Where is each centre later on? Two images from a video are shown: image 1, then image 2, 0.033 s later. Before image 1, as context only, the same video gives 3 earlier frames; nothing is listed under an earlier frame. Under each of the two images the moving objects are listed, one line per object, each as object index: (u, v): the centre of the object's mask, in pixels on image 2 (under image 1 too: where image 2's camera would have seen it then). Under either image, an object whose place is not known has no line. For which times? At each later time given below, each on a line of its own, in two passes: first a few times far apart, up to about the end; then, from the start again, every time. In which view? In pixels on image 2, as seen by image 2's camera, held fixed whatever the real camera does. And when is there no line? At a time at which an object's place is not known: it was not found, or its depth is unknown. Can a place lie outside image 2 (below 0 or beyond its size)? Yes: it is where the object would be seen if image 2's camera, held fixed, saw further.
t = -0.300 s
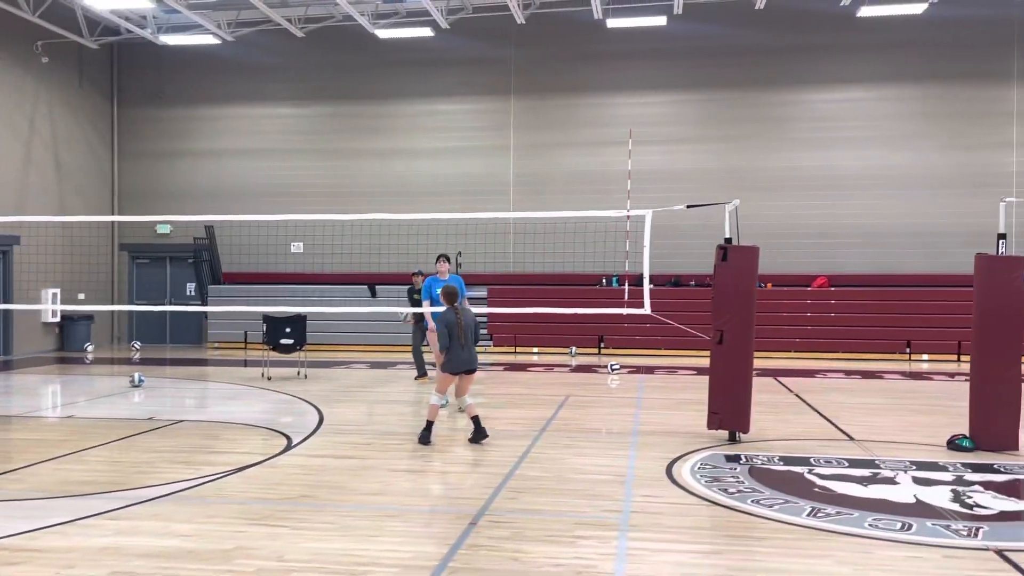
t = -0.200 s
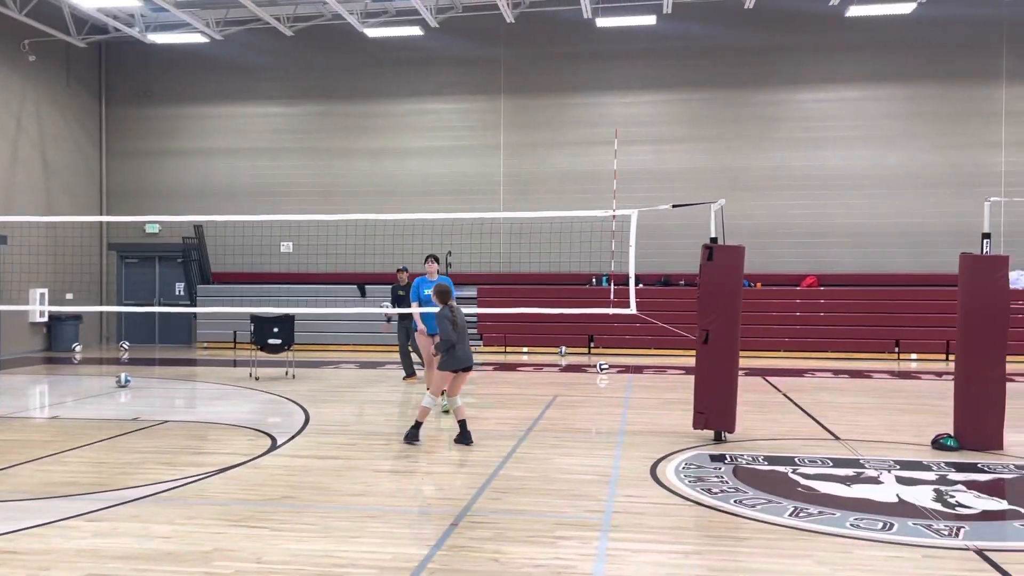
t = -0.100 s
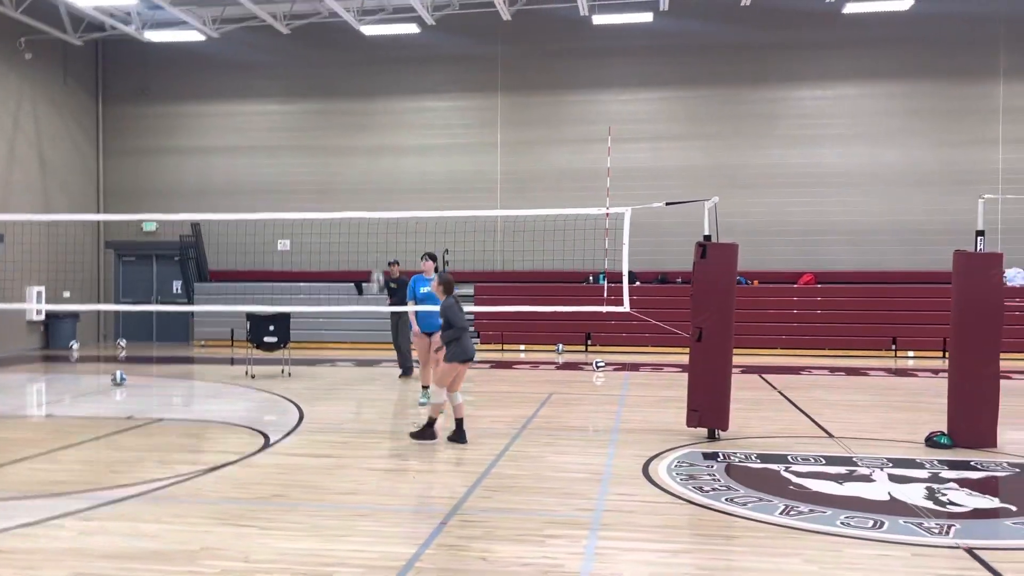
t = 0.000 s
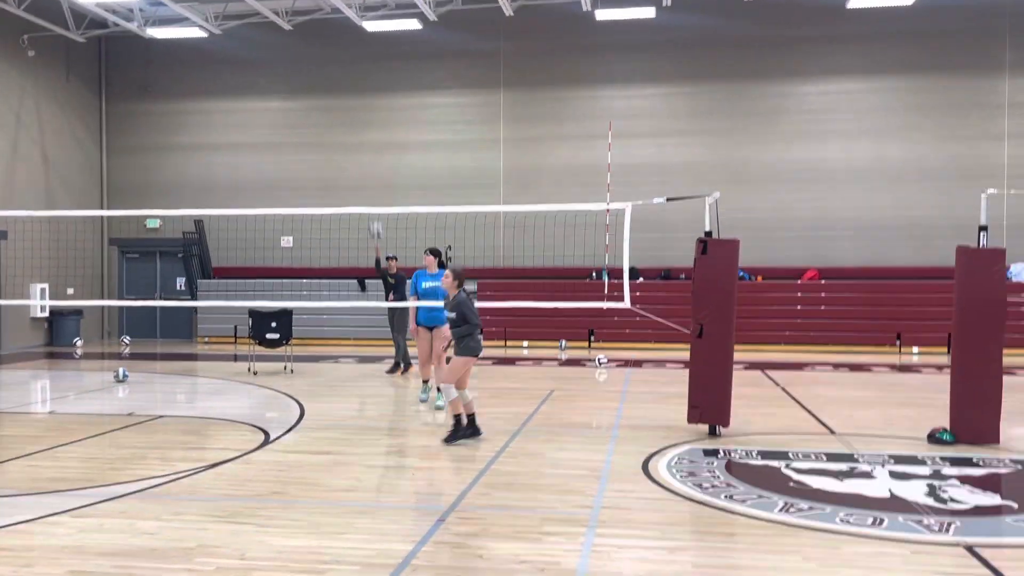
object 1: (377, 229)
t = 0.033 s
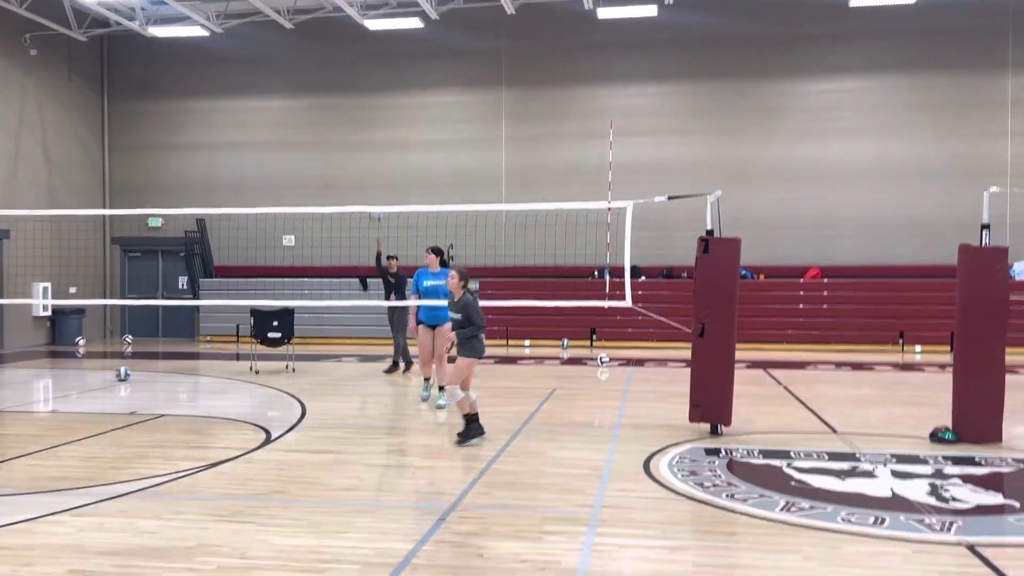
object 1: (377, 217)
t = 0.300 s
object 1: (363, 120)
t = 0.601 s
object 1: (345, 63)
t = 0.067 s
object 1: (374, 199)
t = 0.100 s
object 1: (372, 188)
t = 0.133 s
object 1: (372, 175)
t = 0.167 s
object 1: (370, 164)
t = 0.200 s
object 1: (368, 151)
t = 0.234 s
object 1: (366, 141)
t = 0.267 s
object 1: (365, 130)
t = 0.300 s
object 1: (363, 120)
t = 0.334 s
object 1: (361, 110)
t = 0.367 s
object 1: (360, 101)
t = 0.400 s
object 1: (358, 94)
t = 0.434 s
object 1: (356, 87)
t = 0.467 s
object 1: (354, 81)
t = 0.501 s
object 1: (351, 75)
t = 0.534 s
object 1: (349, 70)
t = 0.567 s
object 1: (347, 67)
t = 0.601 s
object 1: (345, 63)
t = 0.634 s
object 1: (342, 62)
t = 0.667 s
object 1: (339, 61)
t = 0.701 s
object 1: (336, 61)
